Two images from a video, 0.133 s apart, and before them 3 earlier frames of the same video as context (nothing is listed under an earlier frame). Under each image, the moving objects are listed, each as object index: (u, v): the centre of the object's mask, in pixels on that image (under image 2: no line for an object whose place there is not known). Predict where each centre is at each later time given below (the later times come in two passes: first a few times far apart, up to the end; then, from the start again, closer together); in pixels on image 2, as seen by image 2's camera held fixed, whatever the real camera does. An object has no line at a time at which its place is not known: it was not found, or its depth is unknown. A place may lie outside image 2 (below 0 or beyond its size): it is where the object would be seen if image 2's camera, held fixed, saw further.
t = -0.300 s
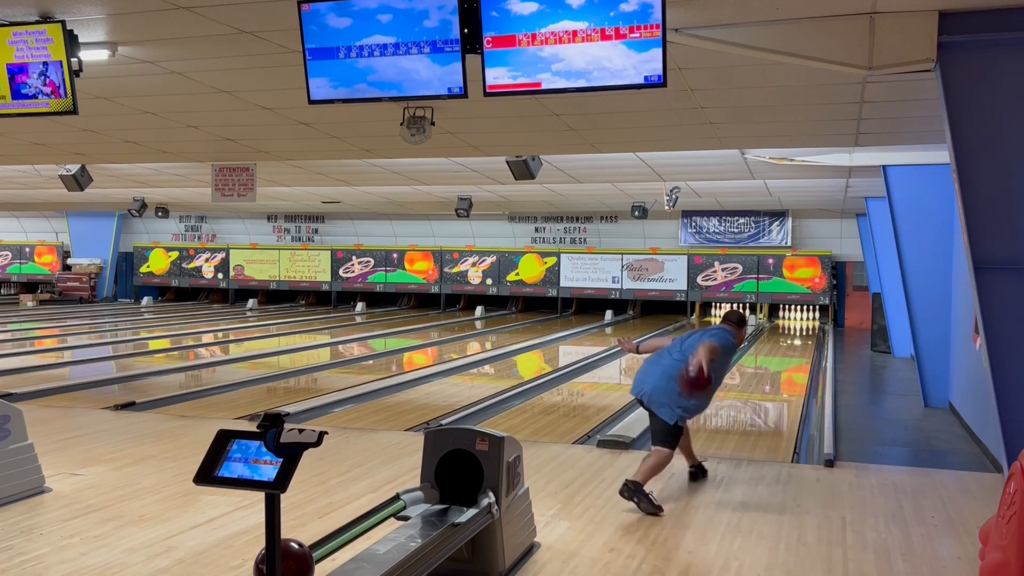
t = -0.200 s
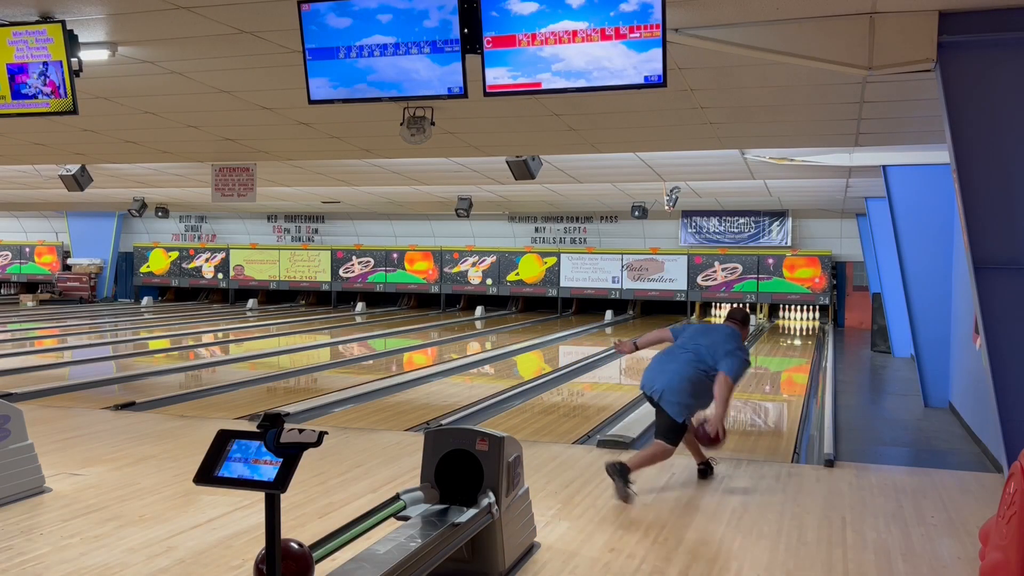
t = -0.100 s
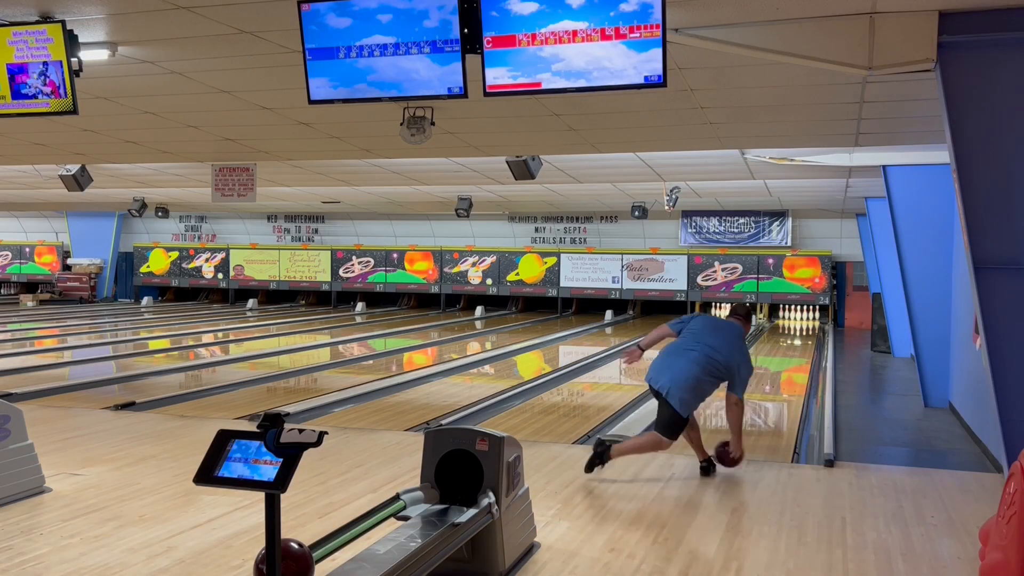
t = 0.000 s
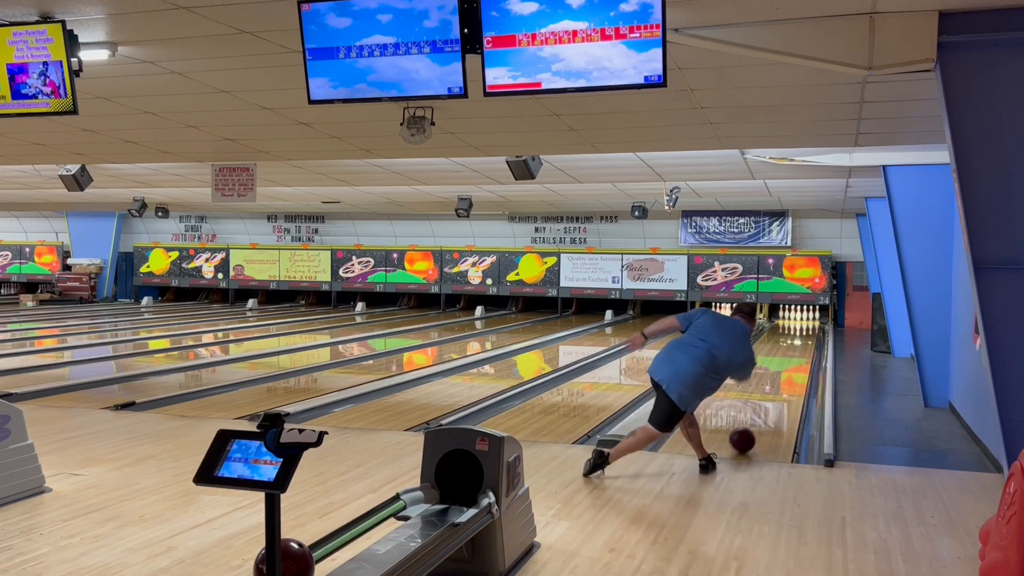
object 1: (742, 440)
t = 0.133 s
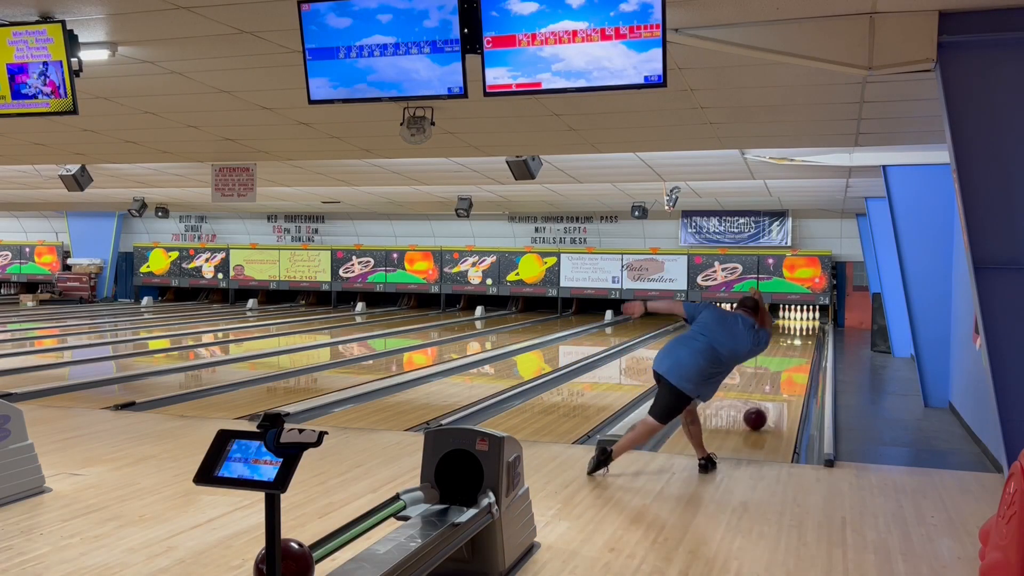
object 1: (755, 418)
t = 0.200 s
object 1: (760, 410)
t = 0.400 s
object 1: (772, 389)
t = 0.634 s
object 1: (783, 371)
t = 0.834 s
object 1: (789, 359)
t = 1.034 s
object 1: (794, 349)
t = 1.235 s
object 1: (798, 341)
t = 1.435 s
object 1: (801, 335)
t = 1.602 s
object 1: (802, 330)
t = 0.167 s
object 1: (757, 414)
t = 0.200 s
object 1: (760, 410)
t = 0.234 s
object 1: (762, 406)
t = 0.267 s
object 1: (765, 402)
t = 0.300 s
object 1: (767, 398)
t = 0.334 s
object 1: (769, 395)
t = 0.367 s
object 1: (771, 392)
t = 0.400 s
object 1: (772, 389)
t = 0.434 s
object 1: (774, 386)
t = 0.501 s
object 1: (777, 380)
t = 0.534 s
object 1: (779, 378)
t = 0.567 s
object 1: (780, 375)
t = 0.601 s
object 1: (781, 373)
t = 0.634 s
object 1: (783, 371)
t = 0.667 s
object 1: (784, 368)
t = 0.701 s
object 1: (785, 366)
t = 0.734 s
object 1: (786, 365)
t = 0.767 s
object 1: (787, 362)
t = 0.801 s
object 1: (788, 361)
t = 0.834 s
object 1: (789, 359)
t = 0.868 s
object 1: (790, 357)
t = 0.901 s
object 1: (791, 355)
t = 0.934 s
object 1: (792, 354)
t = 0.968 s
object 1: (793, 352)
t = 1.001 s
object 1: (794, 351)
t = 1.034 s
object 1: (794, 349)
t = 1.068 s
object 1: (795, 348)
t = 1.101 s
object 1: (796, 347)
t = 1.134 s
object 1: (796, 345)
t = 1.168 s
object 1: (797, 344)
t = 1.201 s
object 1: (797, 342)
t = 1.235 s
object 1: (798, 341)
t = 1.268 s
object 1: (798, 340)
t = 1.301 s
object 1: (799, 339)
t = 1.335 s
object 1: (800, 338)
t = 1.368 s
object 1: (800, 337)
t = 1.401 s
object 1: (800, 336)
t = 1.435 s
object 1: (801, 335)
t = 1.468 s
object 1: (801, 334)
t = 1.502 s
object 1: (801, 333)
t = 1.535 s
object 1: (802, 332)
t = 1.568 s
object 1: (802, 331)
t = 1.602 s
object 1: (802, 330)
